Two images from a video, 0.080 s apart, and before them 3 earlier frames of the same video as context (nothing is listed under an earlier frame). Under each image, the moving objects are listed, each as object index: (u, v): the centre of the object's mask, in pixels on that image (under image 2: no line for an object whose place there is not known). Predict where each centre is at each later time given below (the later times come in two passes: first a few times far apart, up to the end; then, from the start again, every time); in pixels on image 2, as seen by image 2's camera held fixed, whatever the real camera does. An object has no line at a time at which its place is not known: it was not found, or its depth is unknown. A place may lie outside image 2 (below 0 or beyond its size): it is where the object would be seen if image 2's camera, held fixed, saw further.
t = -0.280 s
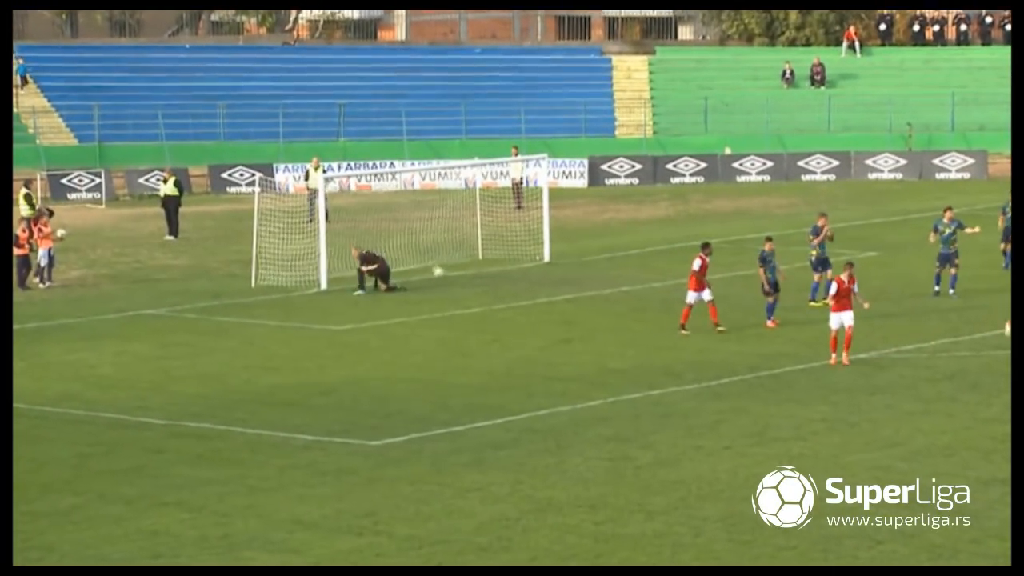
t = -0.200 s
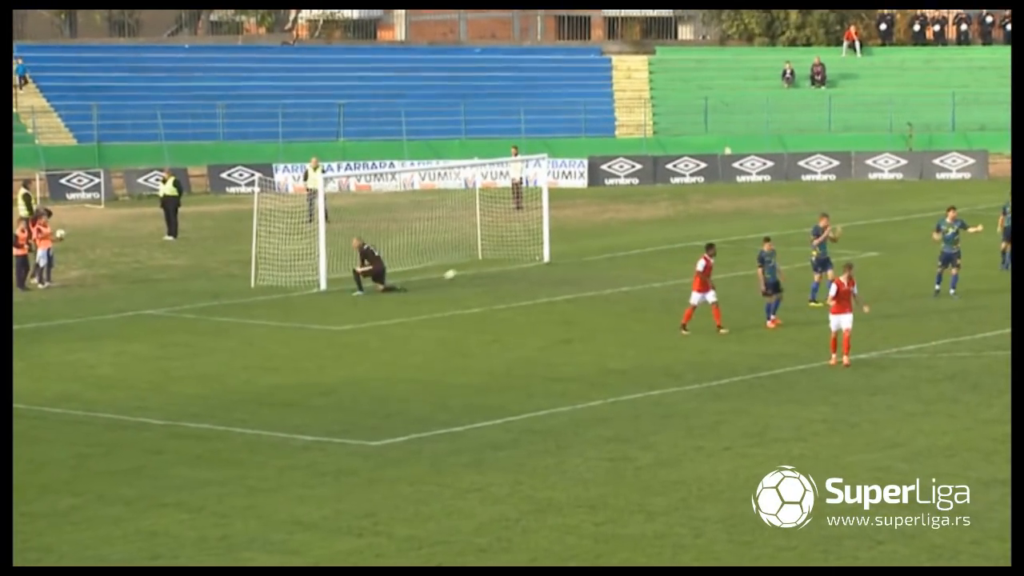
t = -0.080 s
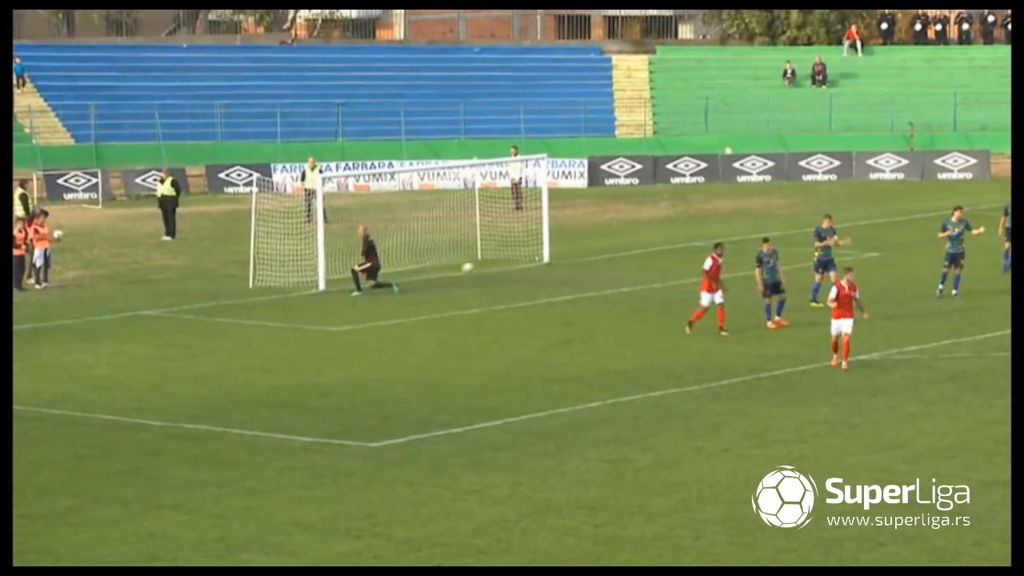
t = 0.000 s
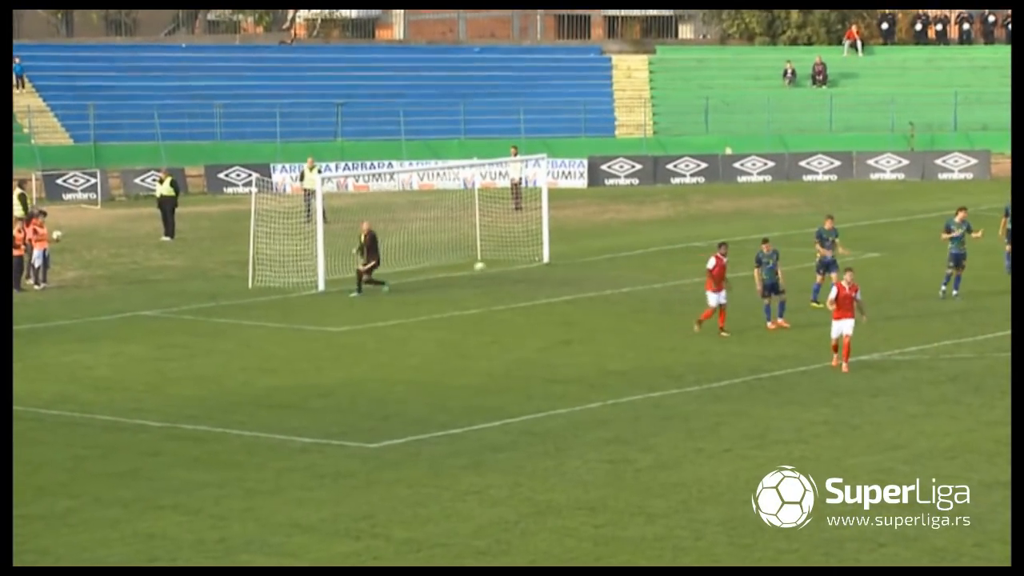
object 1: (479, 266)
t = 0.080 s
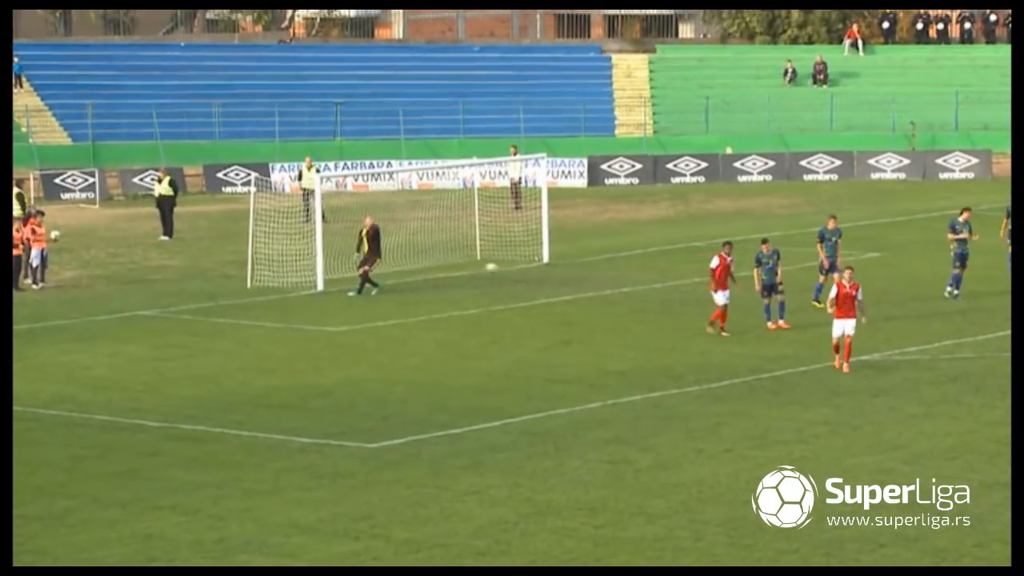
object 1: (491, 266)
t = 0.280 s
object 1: (521, 276)
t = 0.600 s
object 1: (566, 275)
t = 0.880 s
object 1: (604, 276)
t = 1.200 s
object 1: (645, 278)
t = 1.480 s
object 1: (678, 277)
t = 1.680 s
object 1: (699, 278)
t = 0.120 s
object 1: (497, 268)
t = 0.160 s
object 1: (502, 271)
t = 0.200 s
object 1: (509, 274)
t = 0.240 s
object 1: (515, 277)
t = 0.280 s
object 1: (521, 276)
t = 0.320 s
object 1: (526, 274)
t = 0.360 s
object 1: (532, 274)
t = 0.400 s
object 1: (538, 274)
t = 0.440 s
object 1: (544, 274)
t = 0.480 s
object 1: (550, 276)
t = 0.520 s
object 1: (555, 277)
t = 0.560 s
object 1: (561, 275)
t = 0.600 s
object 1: (566, 275)
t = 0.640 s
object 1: (572, 275)
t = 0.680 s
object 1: (577, 275)
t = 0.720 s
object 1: (583, 276)
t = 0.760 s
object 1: (588, 276)
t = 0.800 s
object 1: (594, 276)
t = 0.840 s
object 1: (599, 276)
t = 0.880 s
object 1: (604, 276)
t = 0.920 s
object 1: (610, 276)
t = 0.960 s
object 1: (615, 276)
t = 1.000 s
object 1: (620, 276)
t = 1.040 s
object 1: (625, 277)
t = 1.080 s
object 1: (630, 277)
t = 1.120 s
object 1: (636, 277)
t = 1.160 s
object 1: (640, 277)
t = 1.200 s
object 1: (645, 278)
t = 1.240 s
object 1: (650, 277)
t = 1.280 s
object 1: (655, 278)
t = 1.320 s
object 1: (660, 278)
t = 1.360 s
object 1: (664, 277)
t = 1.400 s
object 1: (669, 277)
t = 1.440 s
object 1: (674, 277)
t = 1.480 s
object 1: (678, 277)
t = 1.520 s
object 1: (683, 277)
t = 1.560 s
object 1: (687, 277)
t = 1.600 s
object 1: (691, 277)
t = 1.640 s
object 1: (695, 277)
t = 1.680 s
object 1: (699, 278)
